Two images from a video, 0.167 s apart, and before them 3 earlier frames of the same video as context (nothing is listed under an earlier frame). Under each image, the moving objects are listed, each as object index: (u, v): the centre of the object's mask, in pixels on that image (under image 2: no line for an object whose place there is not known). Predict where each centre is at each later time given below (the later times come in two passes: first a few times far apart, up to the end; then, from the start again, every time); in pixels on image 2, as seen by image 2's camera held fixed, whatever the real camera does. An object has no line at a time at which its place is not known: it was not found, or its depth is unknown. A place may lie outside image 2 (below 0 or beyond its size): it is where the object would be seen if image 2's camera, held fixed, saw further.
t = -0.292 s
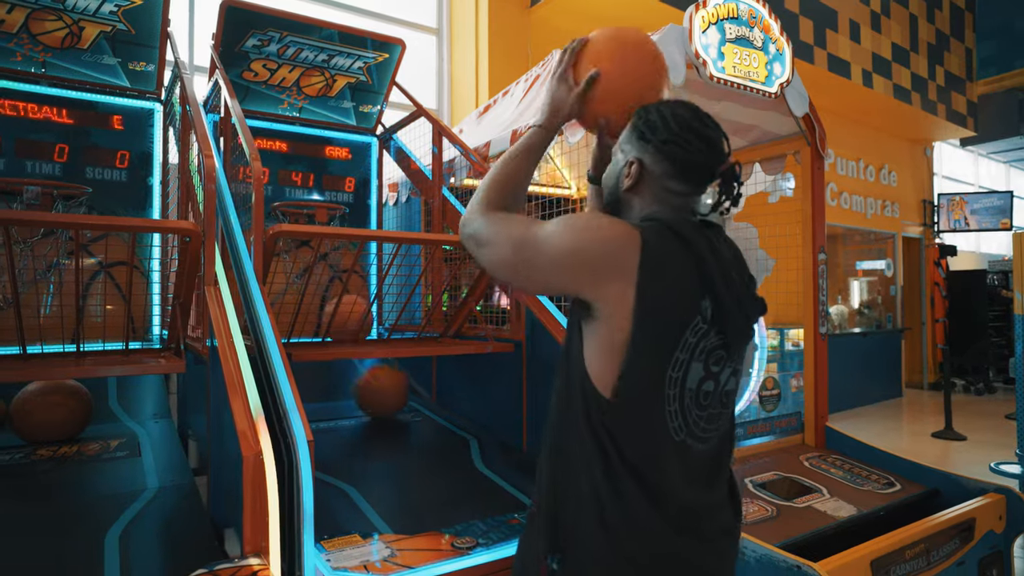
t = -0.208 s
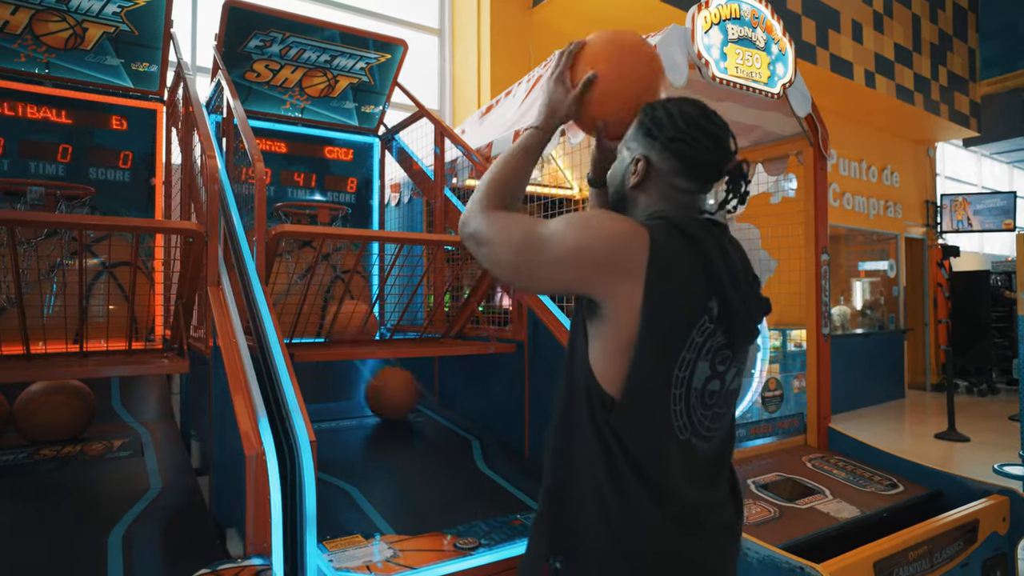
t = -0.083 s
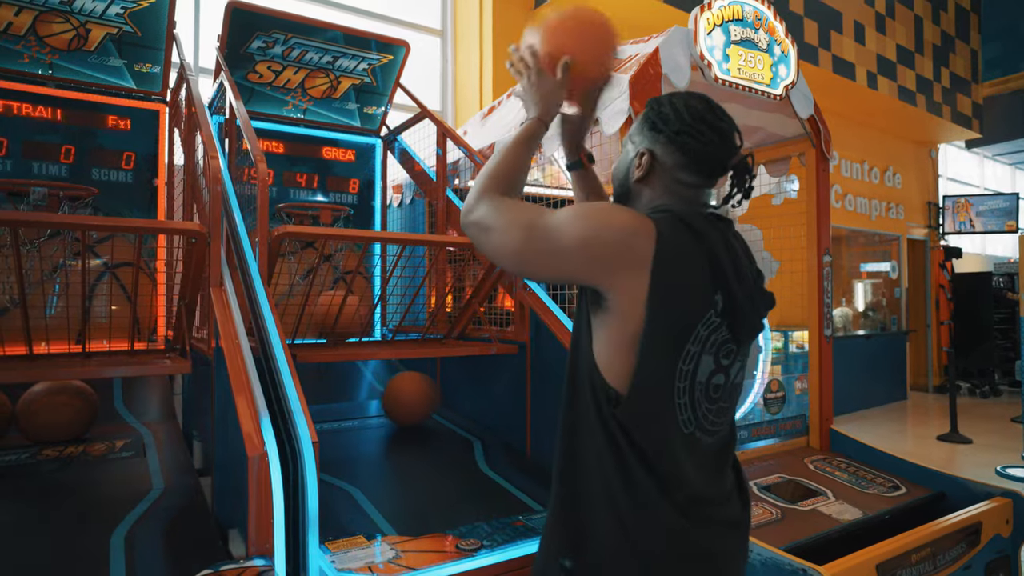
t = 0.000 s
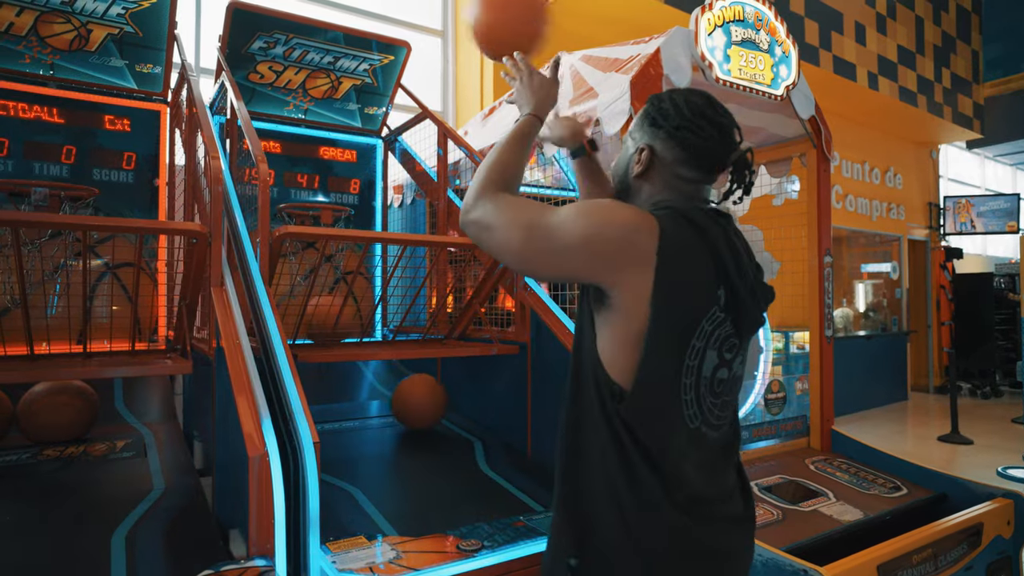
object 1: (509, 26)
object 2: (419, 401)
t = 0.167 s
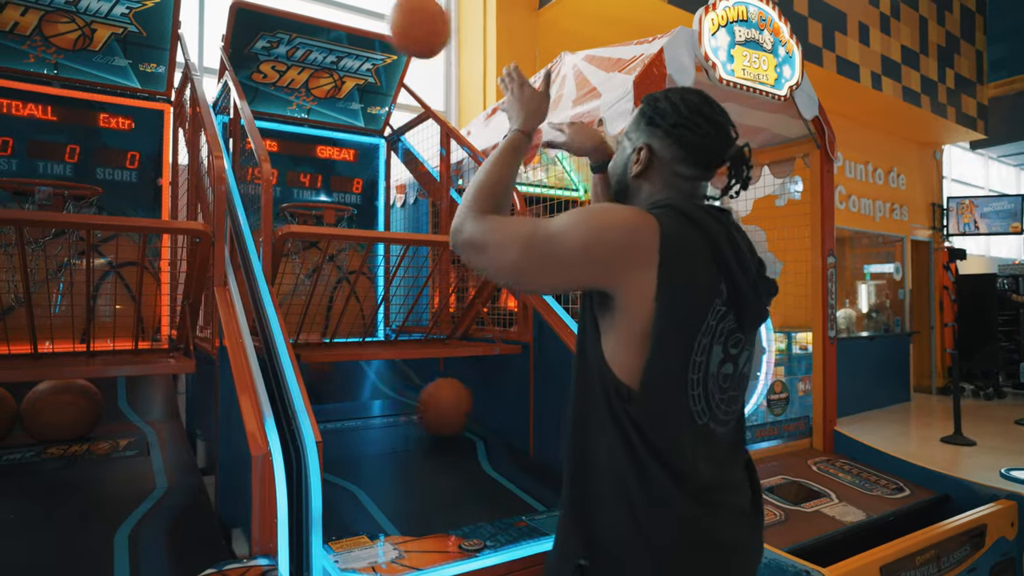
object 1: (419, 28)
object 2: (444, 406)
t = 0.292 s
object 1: (372, 68)
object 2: (464, 413)
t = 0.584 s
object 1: (321, 217)
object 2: (512, 433)
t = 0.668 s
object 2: (520, 440)
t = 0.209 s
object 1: (401, 38)
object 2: (451, 408)
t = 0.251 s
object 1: (385, 53)
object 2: (458, 410)
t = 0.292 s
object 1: (372, 68)
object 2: (464, 413)
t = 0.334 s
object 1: (360, 90)
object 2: (471, 415)
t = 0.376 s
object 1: (348, 111)
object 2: (480, 418)
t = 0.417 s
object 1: (336, 139)
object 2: (489, 420)
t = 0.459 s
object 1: (327, 160)
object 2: (498, 424)
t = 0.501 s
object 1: (318, 187)
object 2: (506, 427)
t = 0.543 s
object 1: (313, 209)
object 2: (509, 430)
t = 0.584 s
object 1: (321, 217)
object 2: (512, 433)
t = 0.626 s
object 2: (516, 437)
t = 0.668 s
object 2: (520, 440)
